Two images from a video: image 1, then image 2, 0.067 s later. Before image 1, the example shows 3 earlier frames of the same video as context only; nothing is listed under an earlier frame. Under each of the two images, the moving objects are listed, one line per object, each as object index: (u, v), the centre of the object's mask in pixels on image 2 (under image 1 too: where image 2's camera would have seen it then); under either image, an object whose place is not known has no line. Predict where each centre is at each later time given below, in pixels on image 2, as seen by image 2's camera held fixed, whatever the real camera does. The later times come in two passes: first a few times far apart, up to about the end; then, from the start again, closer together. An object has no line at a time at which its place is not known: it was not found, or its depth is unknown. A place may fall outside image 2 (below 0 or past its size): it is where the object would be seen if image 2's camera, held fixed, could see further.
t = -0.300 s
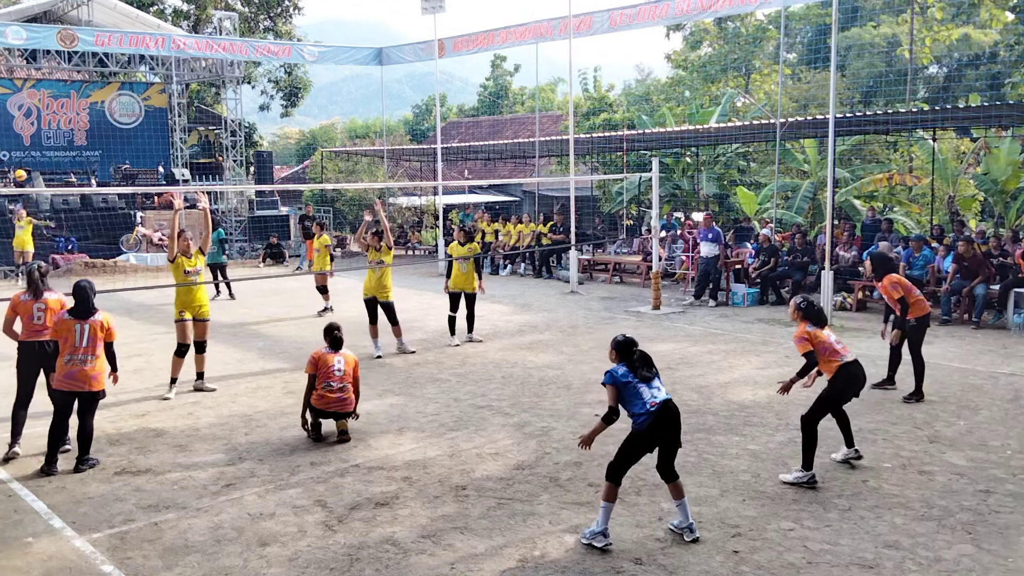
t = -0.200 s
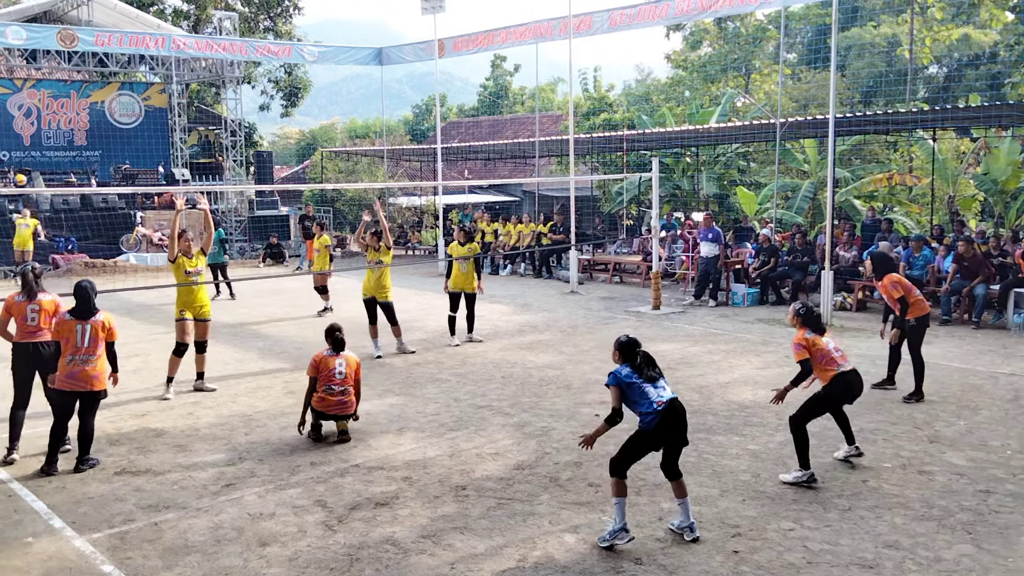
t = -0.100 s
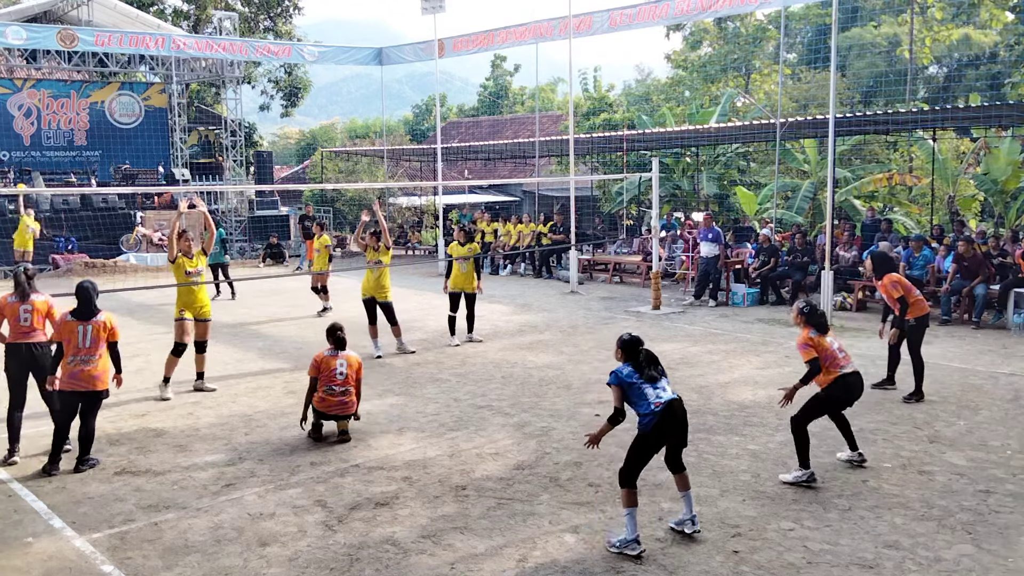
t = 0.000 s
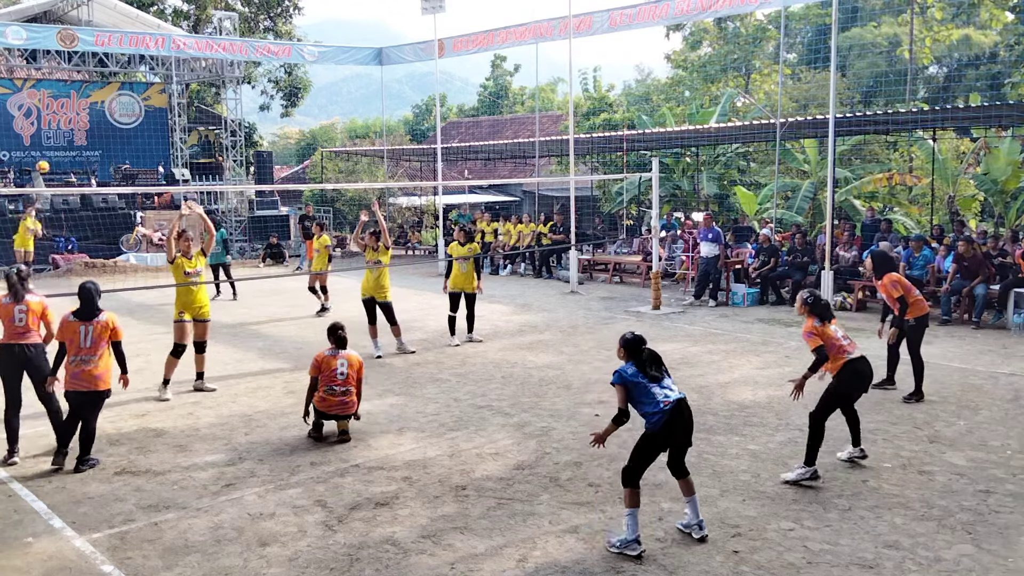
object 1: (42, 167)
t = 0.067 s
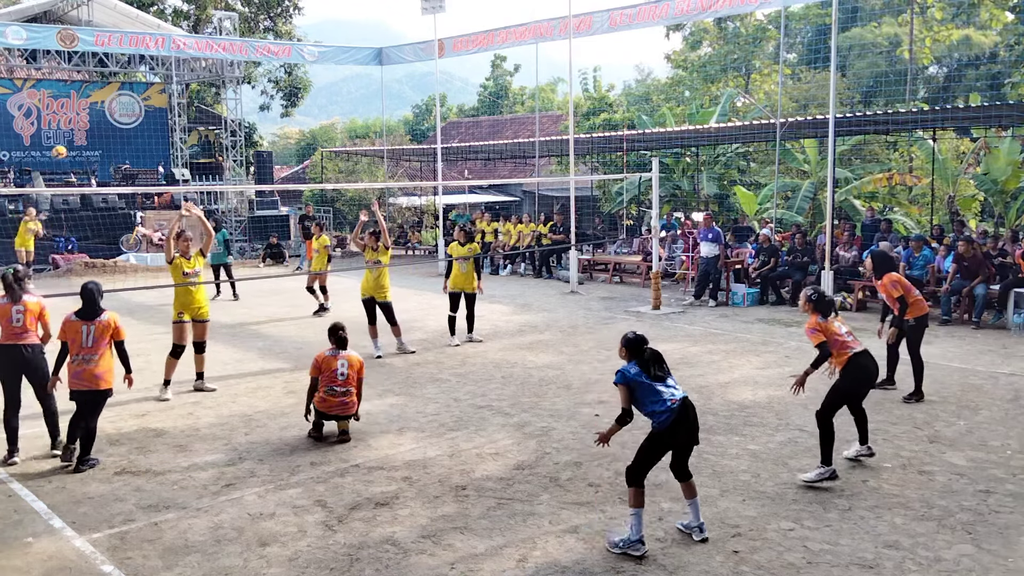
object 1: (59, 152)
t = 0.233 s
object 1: (111, 120)
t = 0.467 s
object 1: (213, 93)
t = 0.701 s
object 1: (372, 103)
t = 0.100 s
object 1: (69, 145)
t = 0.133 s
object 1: (79, 138)
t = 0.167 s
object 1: (88, 132)
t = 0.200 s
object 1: (100, 126)
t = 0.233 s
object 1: (111, 120)
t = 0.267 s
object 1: (123, 115)
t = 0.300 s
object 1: (136, 110)
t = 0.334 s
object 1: (149, 106)
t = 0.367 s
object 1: (163, 101)
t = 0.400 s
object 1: (179, 99)
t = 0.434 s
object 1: (195, 95)
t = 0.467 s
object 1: (213, 93)
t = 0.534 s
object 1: (253, 91)
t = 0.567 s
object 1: (272, 91)
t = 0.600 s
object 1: (295, 92)
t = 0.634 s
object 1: (319, 94)
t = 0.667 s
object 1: (344, 98)
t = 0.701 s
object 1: (372, 103)
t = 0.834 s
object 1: (499, 141)
